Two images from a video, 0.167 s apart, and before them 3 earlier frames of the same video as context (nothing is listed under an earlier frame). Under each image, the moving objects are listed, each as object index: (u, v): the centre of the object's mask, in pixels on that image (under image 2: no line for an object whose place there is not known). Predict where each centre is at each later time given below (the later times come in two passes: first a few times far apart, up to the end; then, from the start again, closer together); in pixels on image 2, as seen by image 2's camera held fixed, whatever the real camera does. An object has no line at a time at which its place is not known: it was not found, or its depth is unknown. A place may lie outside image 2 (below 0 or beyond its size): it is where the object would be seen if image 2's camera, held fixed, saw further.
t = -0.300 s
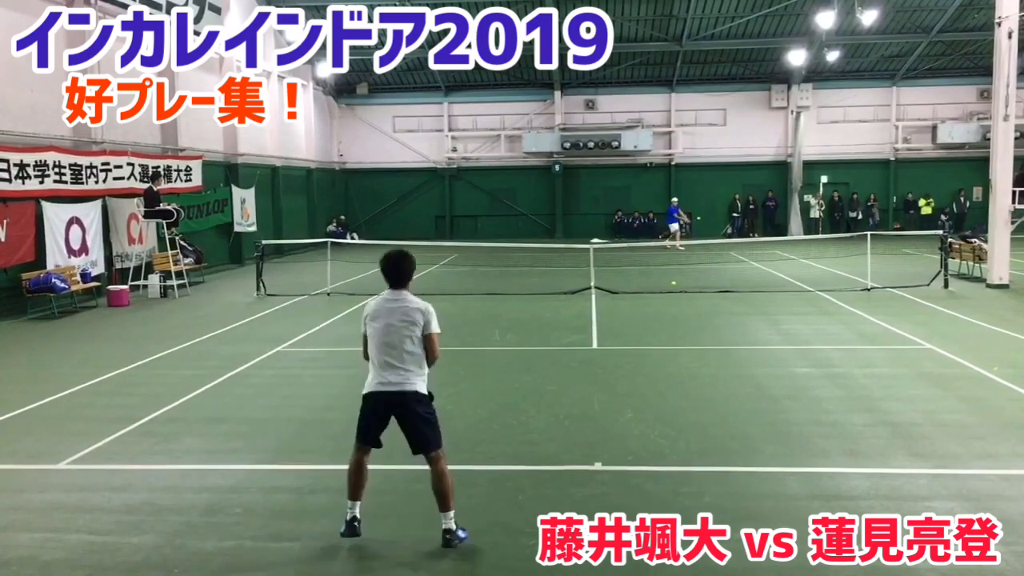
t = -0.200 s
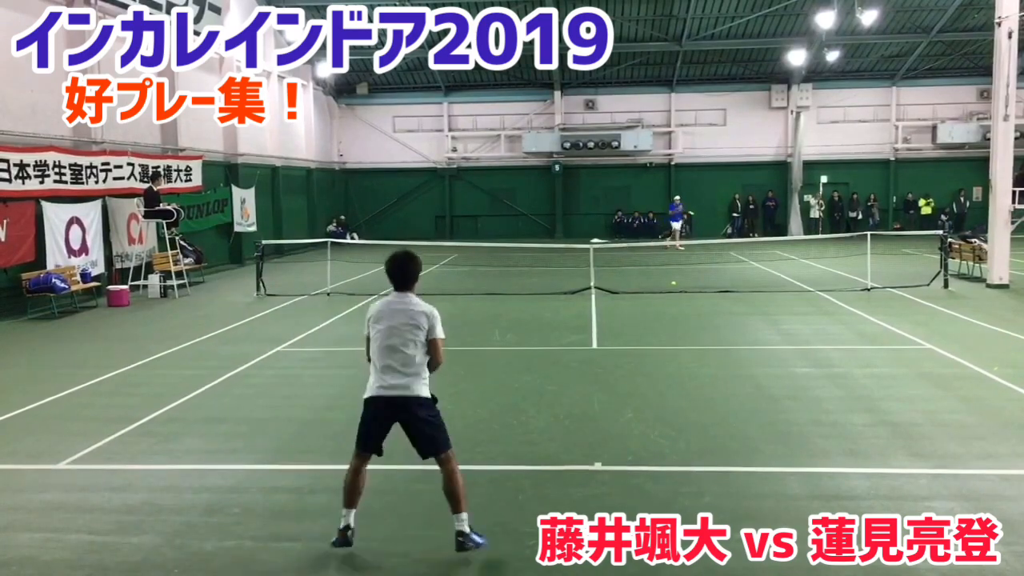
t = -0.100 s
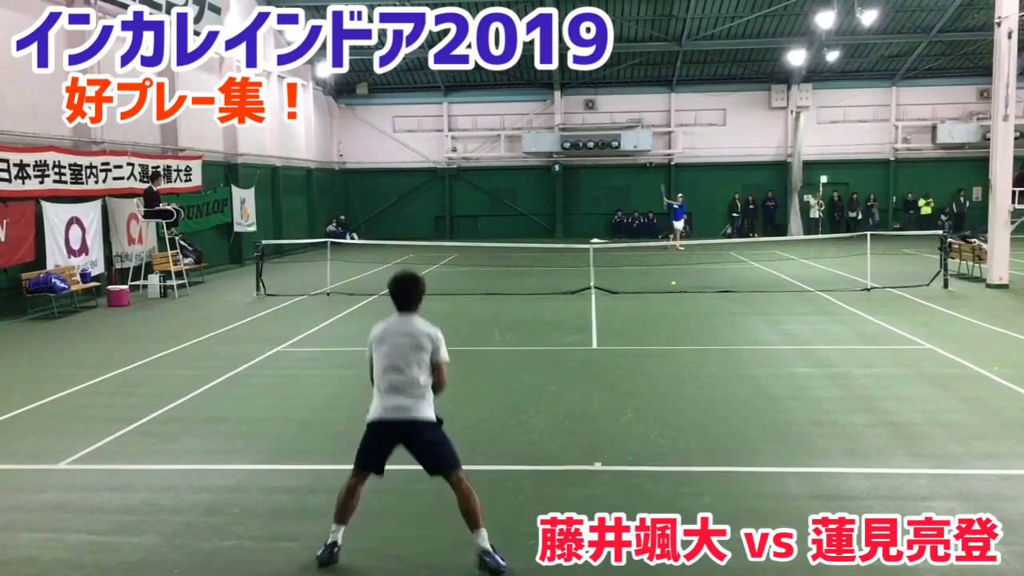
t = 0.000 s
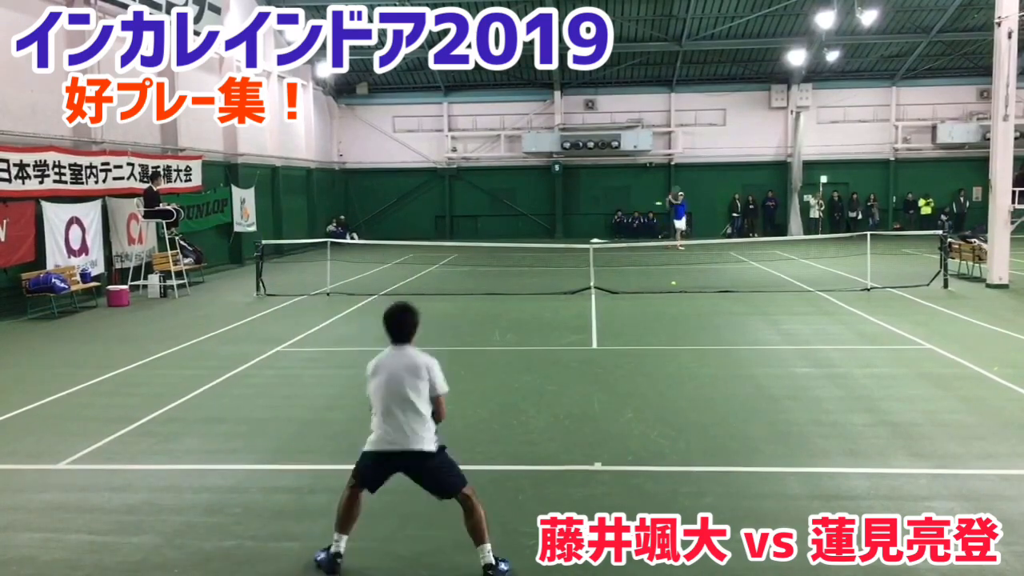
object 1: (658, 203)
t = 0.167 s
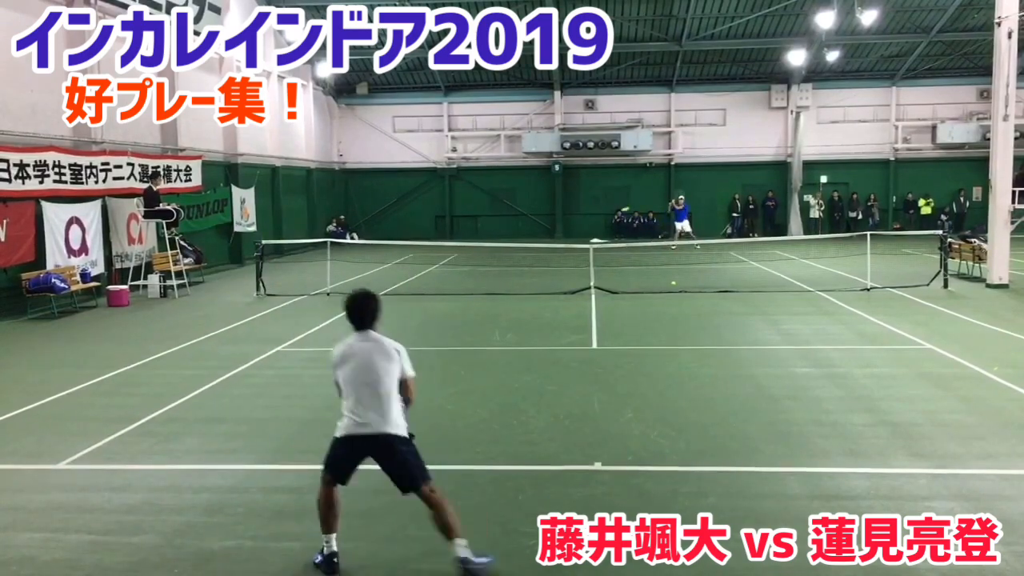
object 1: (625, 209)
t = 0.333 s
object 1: (583, 234)
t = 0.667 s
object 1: (455, 365)
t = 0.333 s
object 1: (583, 234)
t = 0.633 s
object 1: (469, 366)
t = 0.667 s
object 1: (455, 365)
